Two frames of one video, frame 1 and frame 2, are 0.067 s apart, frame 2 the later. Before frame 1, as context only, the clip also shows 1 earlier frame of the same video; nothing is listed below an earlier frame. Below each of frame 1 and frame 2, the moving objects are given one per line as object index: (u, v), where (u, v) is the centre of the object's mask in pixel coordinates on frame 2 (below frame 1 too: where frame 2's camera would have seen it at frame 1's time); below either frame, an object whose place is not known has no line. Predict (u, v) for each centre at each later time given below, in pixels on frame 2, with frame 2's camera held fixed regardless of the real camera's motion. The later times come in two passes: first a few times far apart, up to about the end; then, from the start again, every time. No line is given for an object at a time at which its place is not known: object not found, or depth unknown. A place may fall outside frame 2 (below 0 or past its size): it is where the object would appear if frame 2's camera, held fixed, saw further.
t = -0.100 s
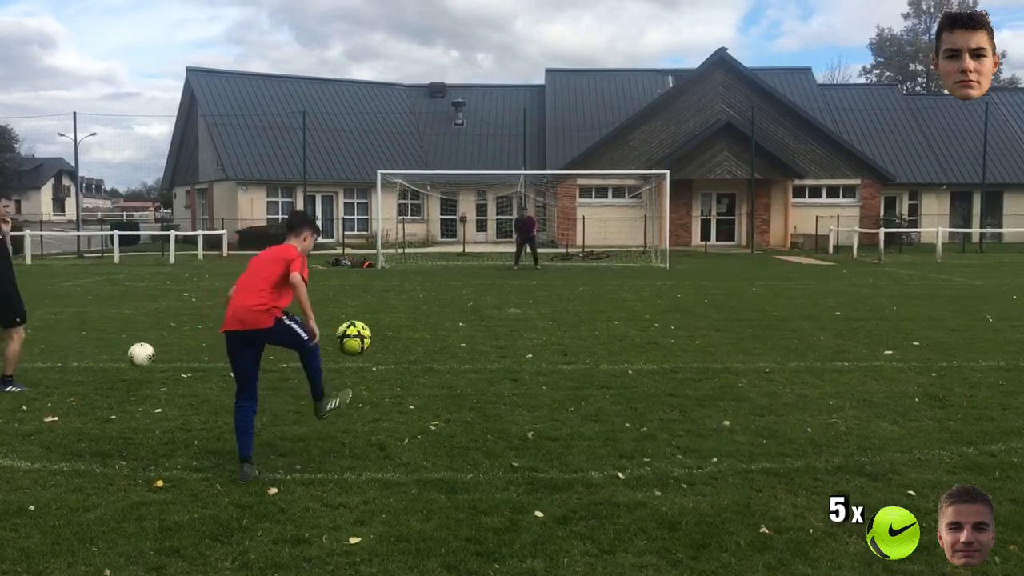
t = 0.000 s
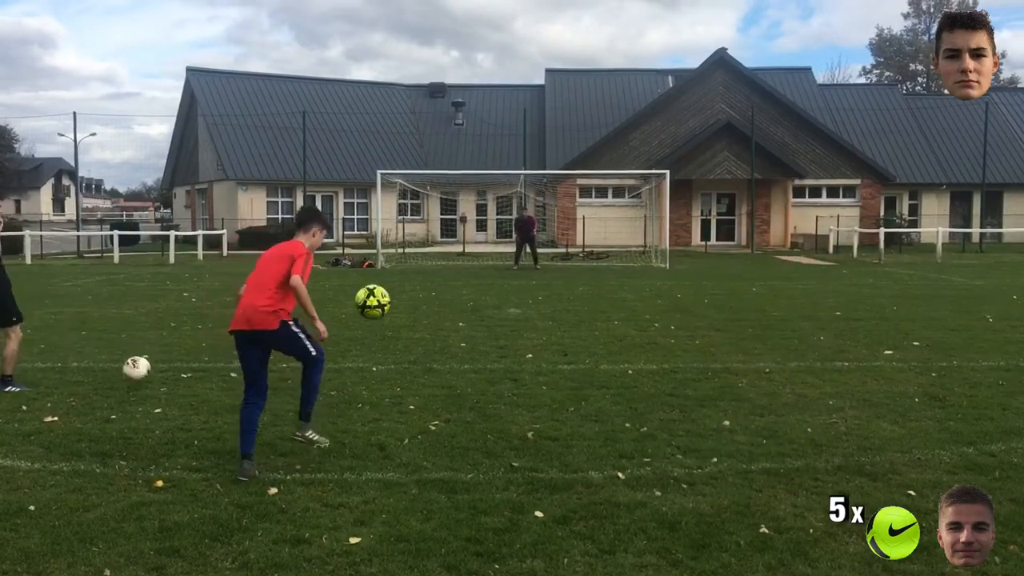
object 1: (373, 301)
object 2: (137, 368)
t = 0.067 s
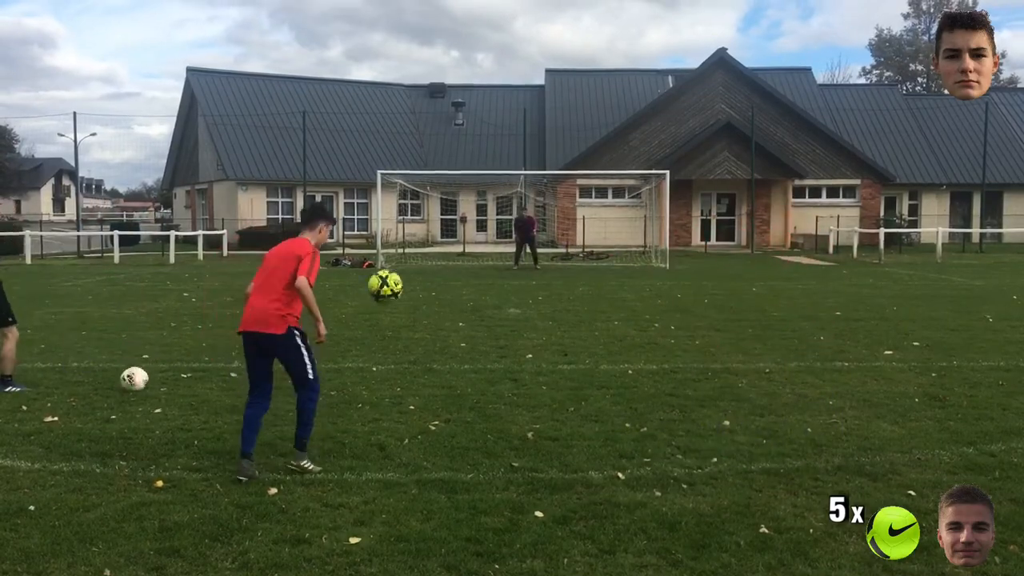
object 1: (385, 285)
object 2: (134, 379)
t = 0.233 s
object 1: (415, 278)
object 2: (131, 378)
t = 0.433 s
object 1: (449, 321)
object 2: (127, 385)
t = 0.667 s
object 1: (481, 410)
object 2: (123, 388)
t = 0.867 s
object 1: (487, 378)
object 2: (119, 389)
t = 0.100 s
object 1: (391, 281)
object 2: (134, 376)
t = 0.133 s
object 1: (397, 278)
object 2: (133, 375)
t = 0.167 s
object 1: (404, 276)
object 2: (133, 375)
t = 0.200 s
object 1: (410, 277)
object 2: (132, 376)
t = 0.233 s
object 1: (415, 278)
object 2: (131, 378)
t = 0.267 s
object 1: (421, 281)
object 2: (130, 382)
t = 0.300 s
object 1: (427, 287)
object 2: (130, 383)
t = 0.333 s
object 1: (433, 293)
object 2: (129, 383)
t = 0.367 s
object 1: (438, 301)
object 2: (128, 383)
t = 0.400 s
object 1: (444, 310)
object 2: (128, 384)
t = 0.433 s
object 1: (449, 321)
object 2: (127, 385)
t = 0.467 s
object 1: (454, 334)
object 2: (126, 385)
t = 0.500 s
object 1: (459, 348)
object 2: (126, 386)
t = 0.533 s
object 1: (465, 363)
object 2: (125, 386)
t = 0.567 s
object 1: (470, 380)
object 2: (125, 387)
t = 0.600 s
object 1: (475, 399)
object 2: (124, 388)
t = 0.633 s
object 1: (479, 418)
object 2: (123, 388)
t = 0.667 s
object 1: (481, 410)
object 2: (123, 388)
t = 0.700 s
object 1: (482, 402)
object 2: (122, 388)
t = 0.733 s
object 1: (483, 394)
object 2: (121, 388)
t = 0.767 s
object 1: (484, 387)
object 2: (121, 388)
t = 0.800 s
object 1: (485, 382)
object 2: (120, 388)
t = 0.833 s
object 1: (486, 379)
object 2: (119, 389)
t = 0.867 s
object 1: (487, 378)
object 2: (119, 389)
